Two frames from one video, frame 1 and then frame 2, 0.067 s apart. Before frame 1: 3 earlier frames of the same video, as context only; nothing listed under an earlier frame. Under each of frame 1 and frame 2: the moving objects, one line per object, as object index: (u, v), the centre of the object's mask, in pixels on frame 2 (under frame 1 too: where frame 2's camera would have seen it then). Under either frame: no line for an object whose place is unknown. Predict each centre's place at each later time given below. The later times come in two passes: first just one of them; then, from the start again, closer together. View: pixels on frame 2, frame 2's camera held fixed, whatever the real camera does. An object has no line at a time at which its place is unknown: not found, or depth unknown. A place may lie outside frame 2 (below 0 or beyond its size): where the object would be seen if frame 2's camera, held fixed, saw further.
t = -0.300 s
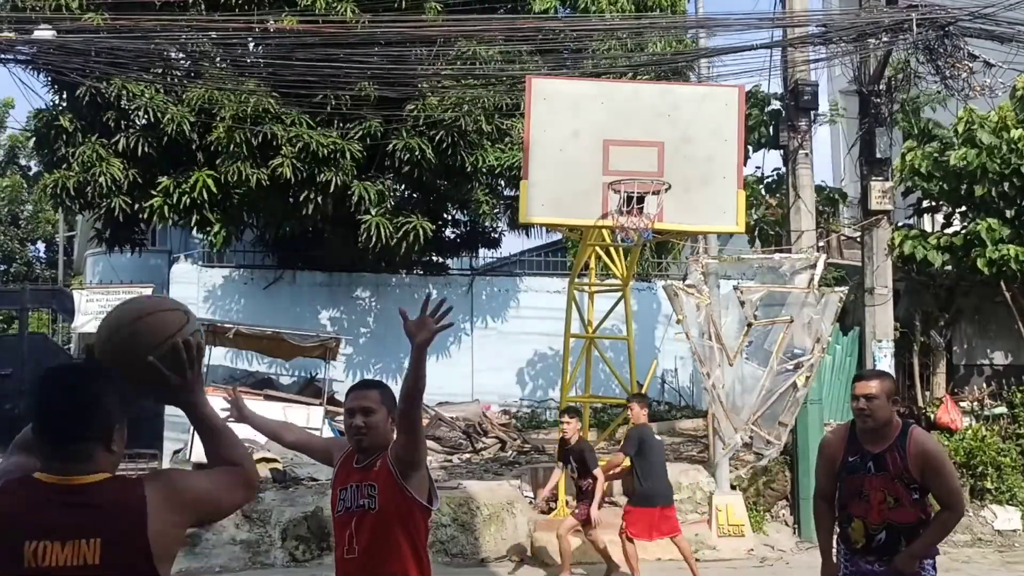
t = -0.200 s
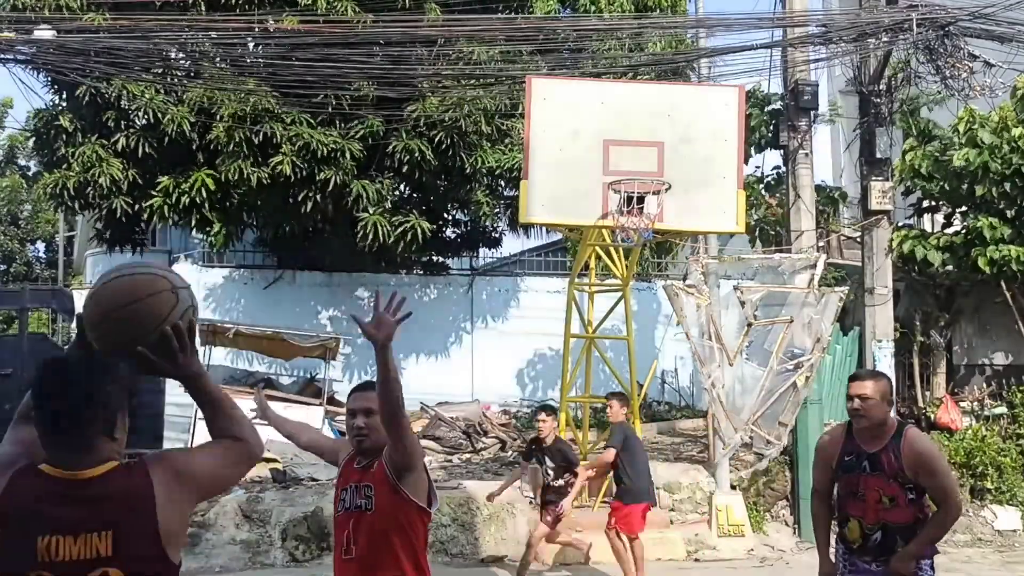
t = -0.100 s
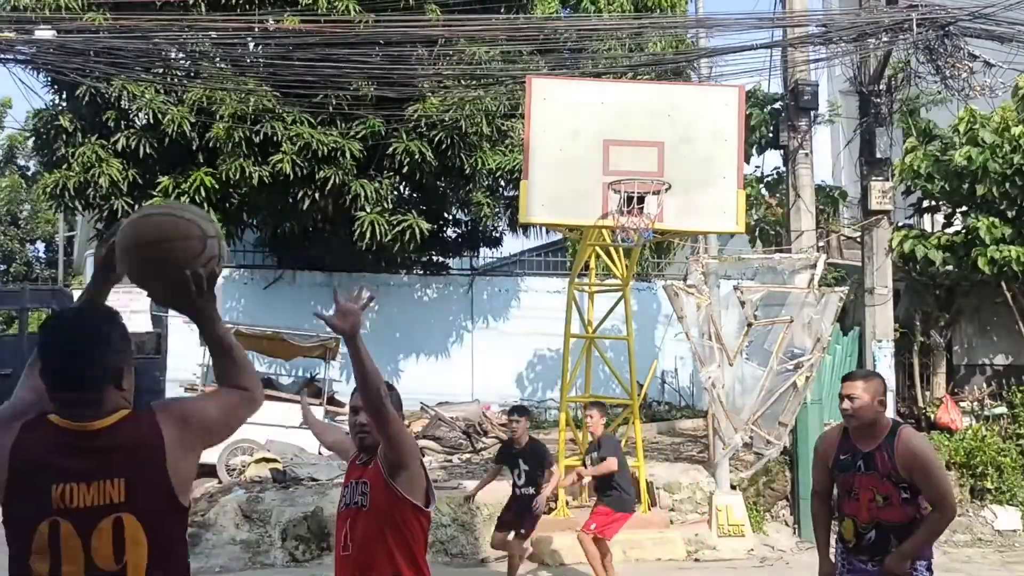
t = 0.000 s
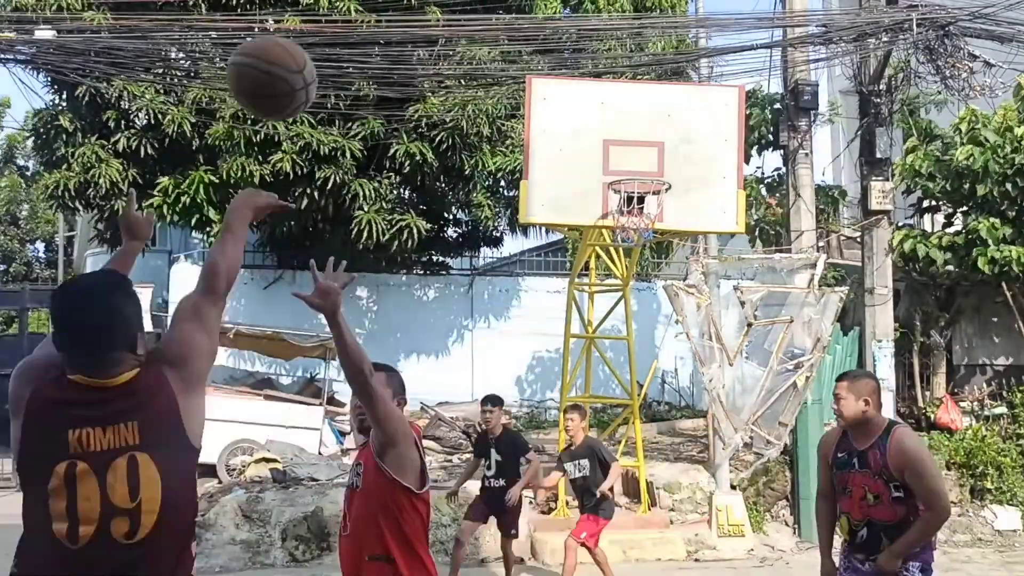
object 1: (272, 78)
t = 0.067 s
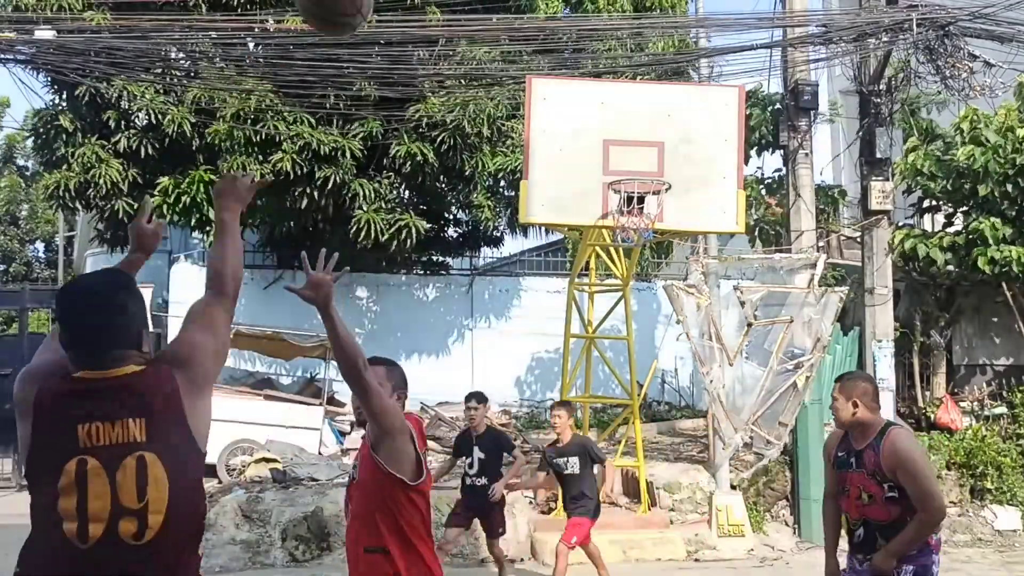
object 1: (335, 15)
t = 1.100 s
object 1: (645, 201)
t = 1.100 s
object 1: (645, 201)
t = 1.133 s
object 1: (633, 221)
